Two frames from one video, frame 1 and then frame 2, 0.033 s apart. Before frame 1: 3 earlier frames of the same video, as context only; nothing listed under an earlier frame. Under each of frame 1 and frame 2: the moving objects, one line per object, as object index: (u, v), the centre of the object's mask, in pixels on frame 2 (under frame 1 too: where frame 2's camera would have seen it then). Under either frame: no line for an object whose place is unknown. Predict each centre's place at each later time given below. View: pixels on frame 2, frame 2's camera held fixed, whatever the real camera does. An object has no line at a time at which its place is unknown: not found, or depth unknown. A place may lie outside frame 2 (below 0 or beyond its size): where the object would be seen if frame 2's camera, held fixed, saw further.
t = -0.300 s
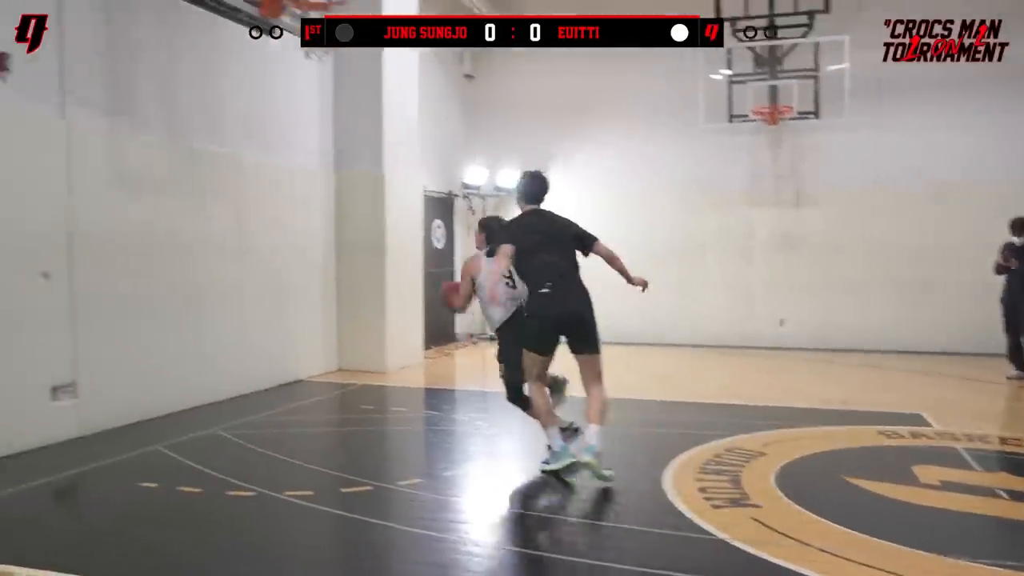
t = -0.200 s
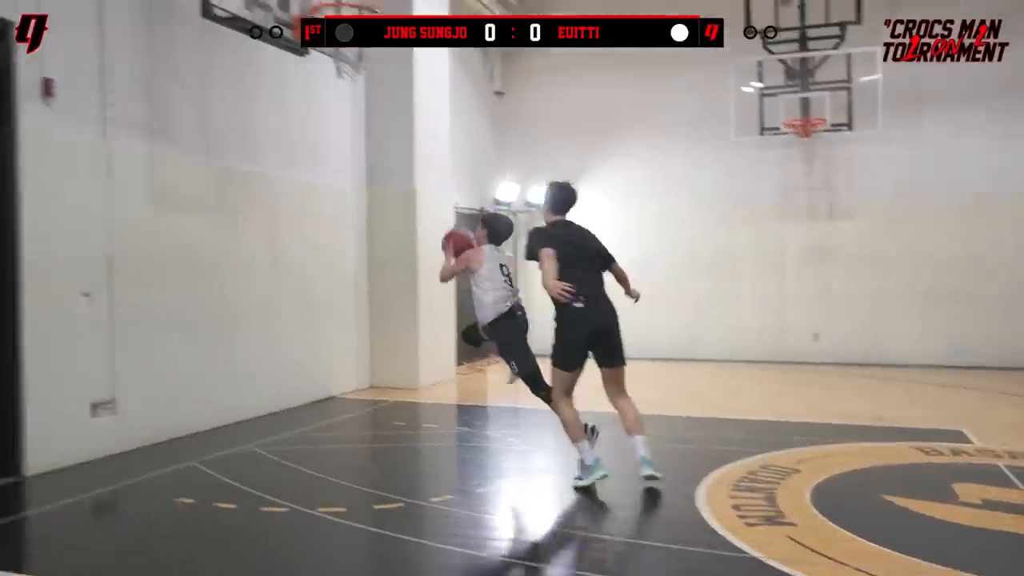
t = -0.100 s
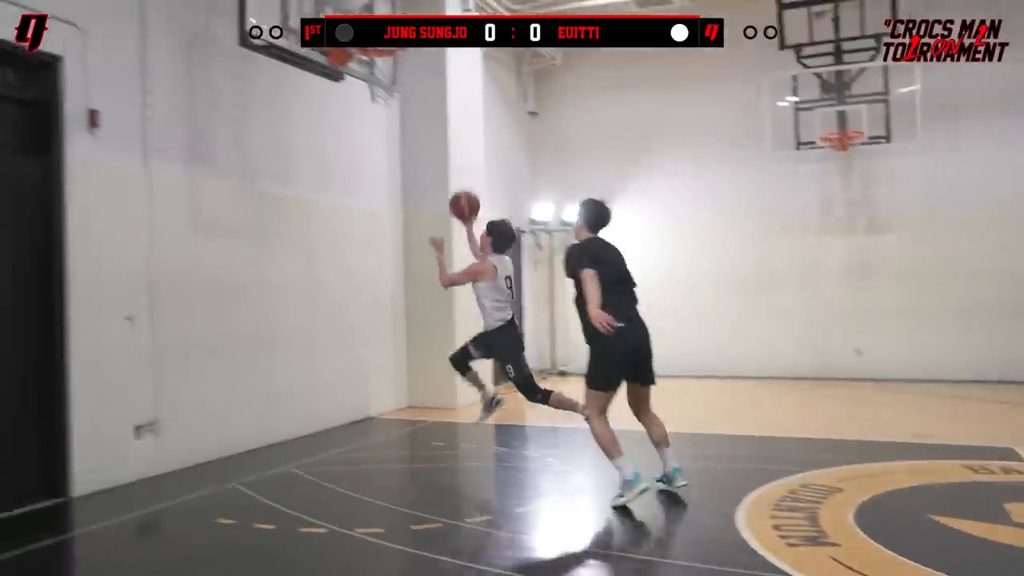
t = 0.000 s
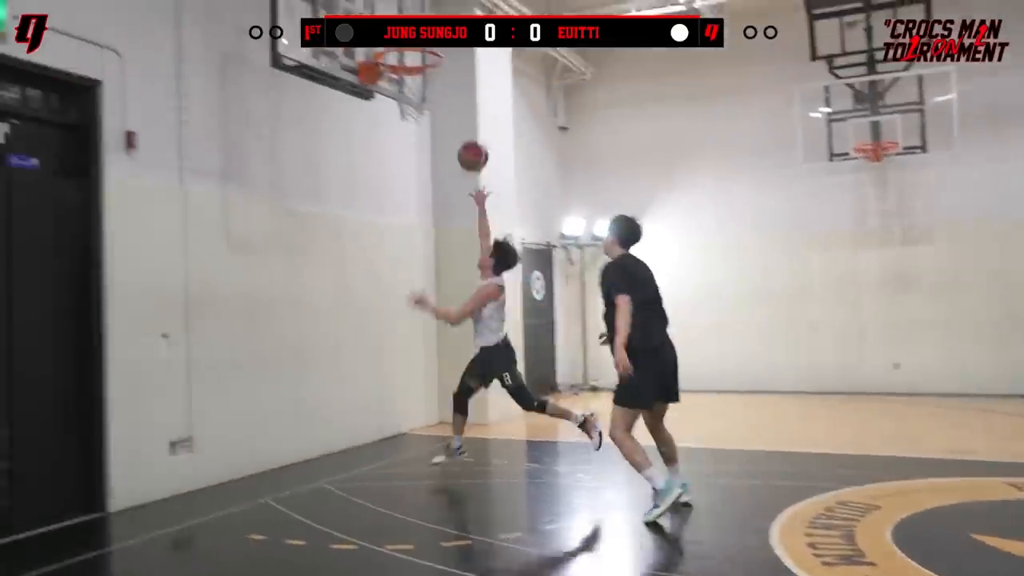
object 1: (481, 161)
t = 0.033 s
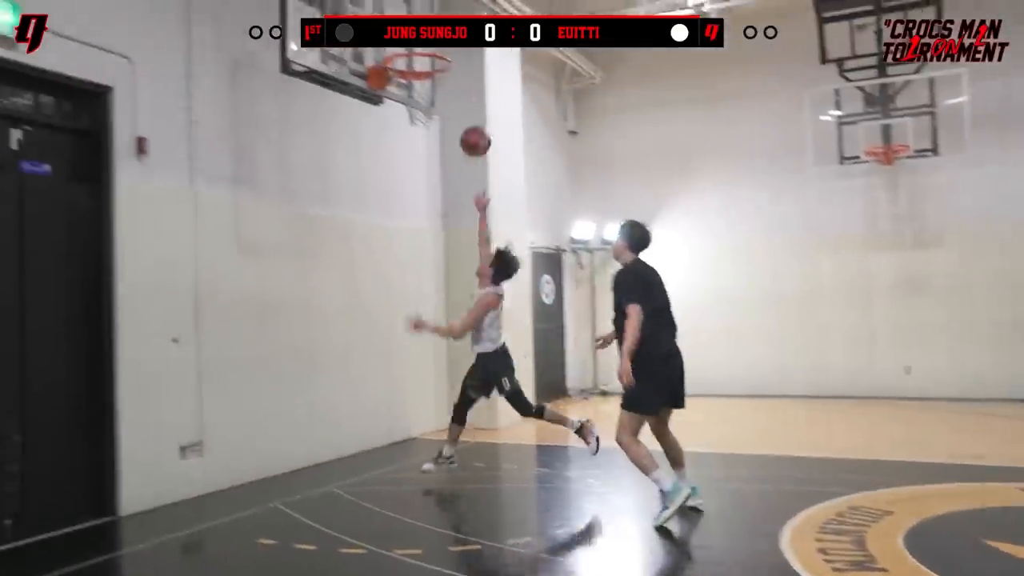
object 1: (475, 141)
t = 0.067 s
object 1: (468, 124)
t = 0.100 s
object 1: (462, 107)
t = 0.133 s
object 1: (456, 92)
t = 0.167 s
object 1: (450, 78)
